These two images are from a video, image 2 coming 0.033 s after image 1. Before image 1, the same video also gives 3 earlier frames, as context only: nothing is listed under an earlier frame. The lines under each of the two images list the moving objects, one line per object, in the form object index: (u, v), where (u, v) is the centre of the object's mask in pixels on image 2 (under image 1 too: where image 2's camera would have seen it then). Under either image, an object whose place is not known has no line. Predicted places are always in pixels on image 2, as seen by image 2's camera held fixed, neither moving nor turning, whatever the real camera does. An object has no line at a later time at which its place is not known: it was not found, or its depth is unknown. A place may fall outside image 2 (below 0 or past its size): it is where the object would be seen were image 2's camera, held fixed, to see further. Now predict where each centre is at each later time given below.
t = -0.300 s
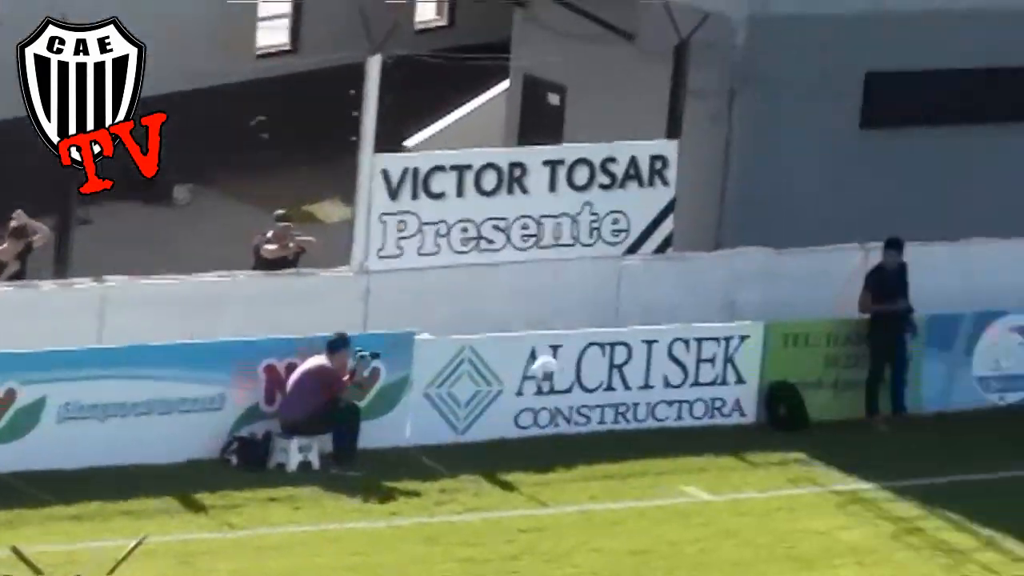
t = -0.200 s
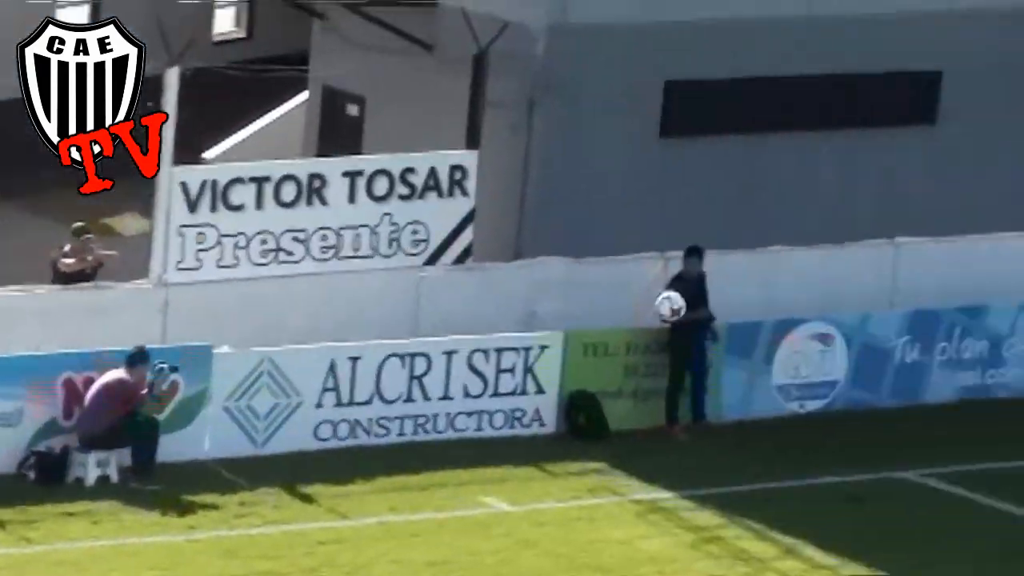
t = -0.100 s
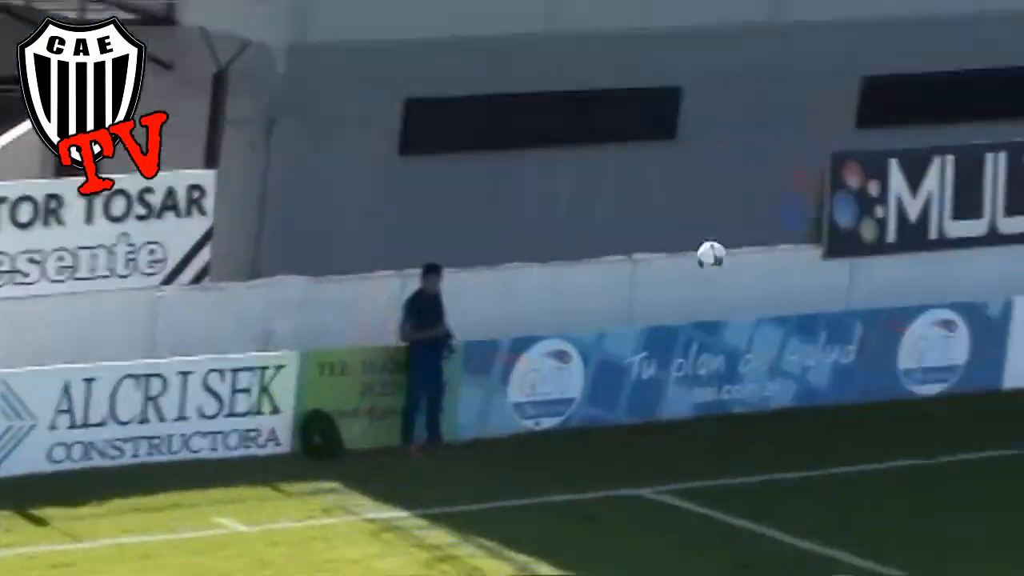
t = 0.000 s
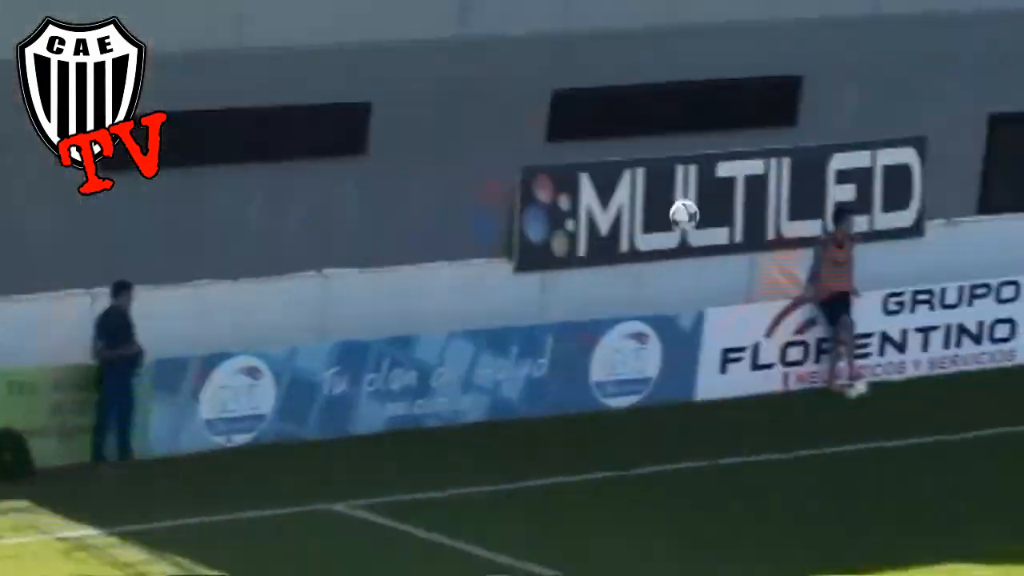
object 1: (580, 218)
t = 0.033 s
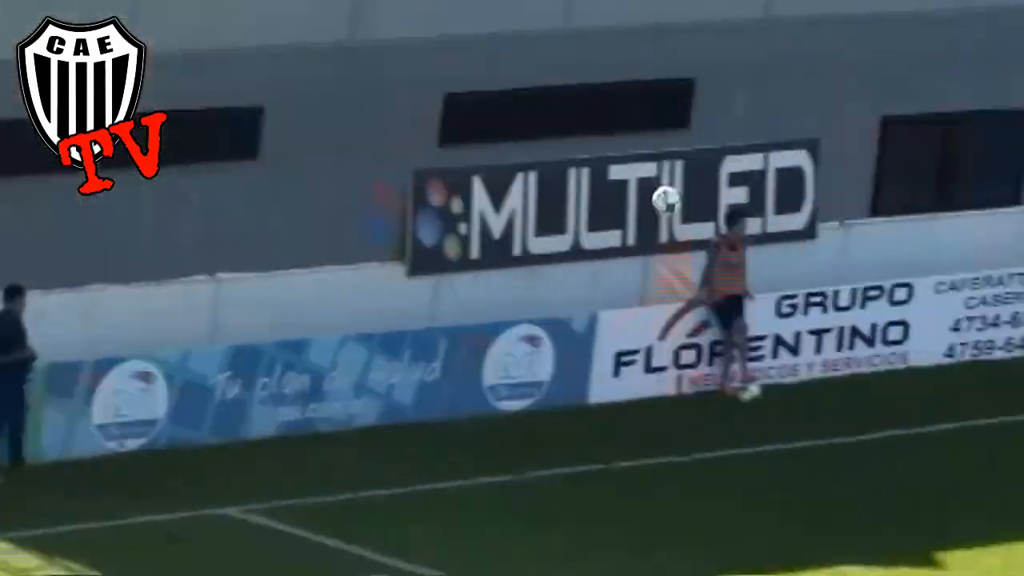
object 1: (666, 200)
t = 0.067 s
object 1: (752, 187)
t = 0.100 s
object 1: (837, 172)
